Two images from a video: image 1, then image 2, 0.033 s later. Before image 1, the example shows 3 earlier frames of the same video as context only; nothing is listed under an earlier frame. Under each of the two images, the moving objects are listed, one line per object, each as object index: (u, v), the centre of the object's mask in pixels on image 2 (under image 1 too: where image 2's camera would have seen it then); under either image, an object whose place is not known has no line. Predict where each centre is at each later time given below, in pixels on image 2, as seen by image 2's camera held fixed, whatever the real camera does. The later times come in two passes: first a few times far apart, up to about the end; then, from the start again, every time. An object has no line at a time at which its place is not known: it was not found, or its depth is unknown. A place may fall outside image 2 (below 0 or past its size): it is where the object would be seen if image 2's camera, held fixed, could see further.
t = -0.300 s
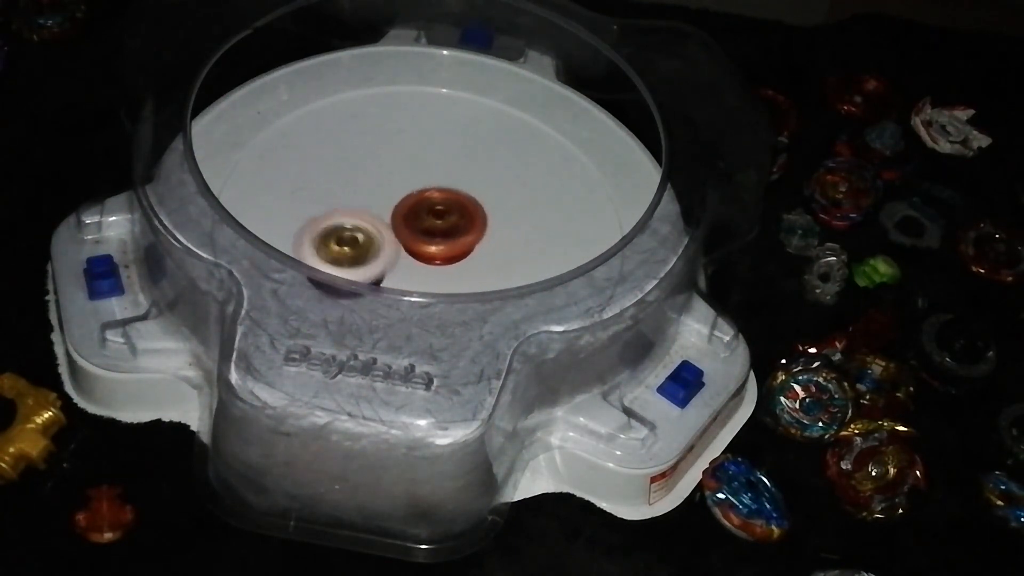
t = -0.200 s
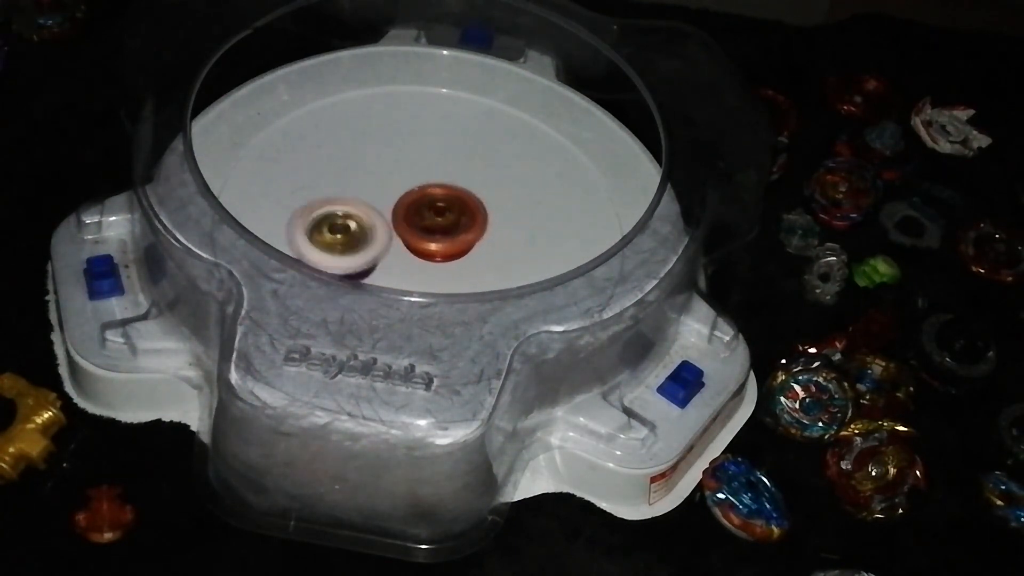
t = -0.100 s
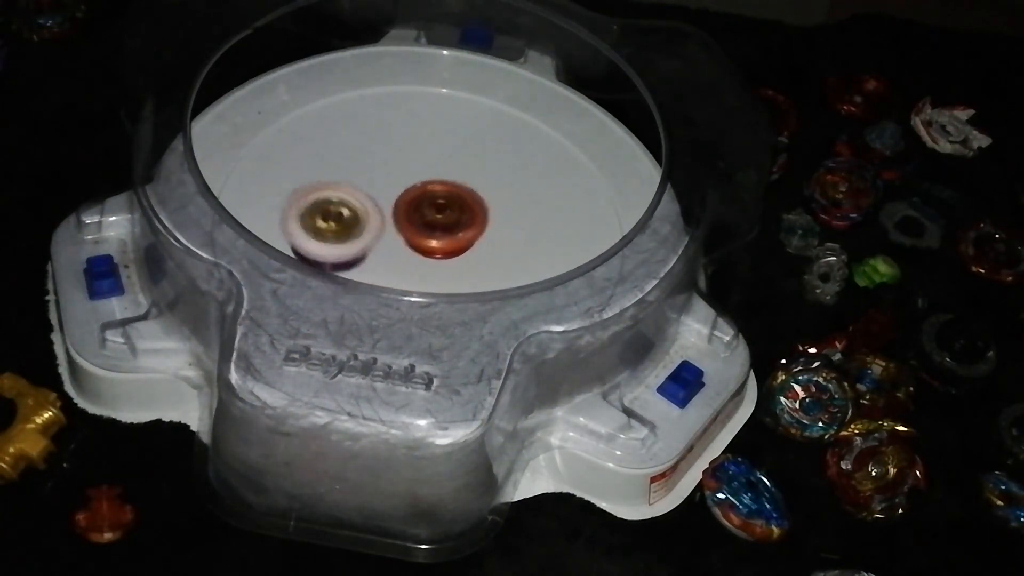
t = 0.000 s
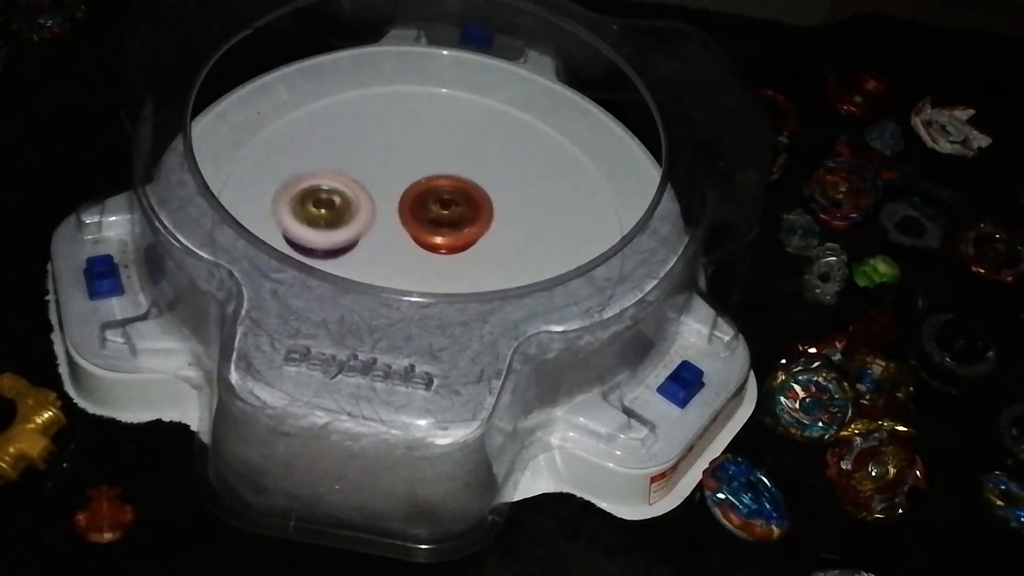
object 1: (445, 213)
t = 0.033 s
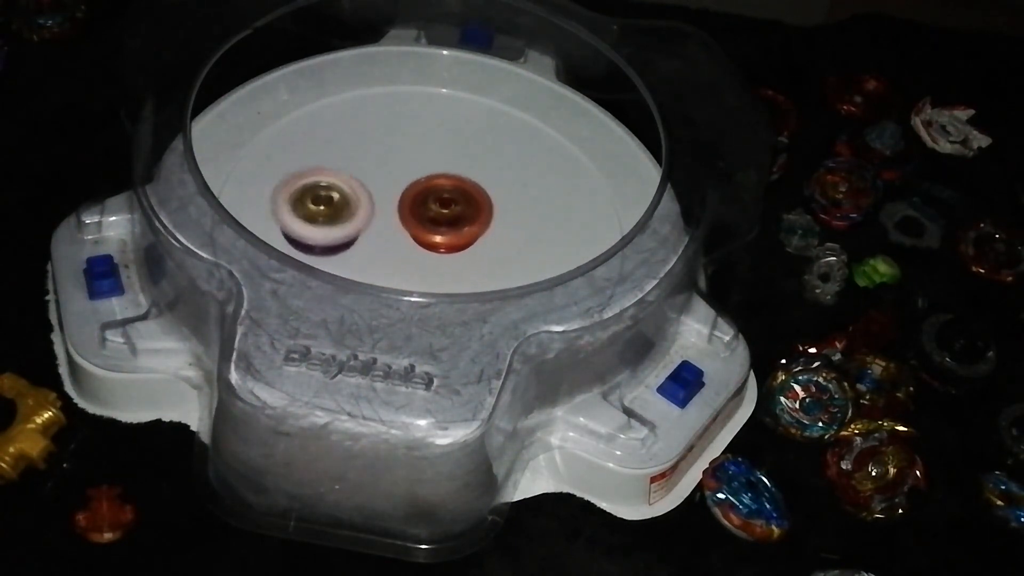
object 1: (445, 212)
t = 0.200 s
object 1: (437, 214)
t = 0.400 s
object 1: (443, 221)
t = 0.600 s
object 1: (455, 223)
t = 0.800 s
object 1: (462, 230)
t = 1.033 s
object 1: (461, 237)
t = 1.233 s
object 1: (497, 247)
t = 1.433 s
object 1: (490, 249)
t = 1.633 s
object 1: (465, 249)
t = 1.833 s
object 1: (469, 247)
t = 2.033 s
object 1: (462, 239)
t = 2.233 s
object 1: (457, 242)
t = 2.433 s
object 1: (438, 241)
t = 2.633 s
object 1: (436, 250)
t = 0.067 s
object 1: (444, 212)
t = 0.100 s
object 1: (443, 211)
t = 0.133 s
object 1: (441, 212)
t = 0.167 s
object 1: (439, 213)
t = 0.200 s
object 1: (437, 214)
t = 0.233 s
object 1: (436, 215)
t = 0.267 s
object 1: (435, 217)
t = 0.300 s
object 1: (435, 218)
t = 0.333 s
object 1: (438, 220)
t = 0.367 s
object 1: (440, 220)
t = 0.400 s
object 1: (443, 221)
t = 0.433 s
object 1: (448, 221)
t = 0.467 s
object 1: (451, 221)
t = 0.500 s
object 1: (453, 221)
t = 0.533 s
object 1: (453, 221)
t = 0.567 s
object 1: (453, 222)
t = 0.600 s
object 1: (455, 223)
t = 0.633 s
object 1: (456, 224)
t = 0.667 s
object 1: (456, 225)
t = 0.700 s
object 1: (457, 226)
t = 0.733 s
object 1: (460, 228)
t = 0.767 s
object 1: (462, 229)
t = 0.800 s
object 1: (462, 230)
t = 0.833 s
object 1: (461, 230)
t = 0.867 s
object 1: (459, 231)
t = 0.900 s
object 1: (457, 232)
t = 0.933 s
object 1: (457, 234)
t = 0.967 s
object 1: (459, 236)
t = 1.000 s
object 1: (461, 237)
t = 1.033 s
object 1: (461, 237)
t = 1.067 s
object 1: (460, 238)
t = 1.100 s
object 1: (470, 241)
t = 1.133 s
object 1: (481, 245)
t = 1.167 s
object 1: (488, 246)
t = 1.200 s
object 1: (493, 246)
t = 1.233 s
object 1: (497, 247)
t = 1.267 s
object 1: (498, 247)
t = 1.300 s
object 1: (498, 247)
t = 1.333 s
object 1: (497, 248)
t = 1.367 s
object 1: (495, 248)
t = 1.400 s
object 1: (493, 249)
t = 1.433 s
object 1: (490, 249)
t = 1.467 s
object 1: (486, 250)
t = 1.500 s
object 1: (482, 250)
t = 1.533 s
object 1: (478, 250)
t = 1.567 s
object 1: (473, 250)
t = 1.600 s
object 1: (468, 249)
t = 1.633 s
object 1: (465, 249)
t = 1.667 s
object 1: (467, 252)
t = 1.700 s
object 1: (472, 253)
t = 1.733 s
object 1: (474, 253)
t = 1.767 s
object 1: (473, 252)
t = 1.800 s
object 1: (471, 249)
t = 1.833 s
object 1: (469, 247)
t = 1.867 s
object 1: (468, 246)
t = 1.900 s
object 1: (468, 245)
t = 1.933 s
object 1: (466, 243)
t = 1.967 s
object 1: (466, 242)
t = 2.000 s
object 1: (464, 241)
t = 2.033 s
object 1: (462, 239)
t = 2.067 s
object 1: (462, 240)
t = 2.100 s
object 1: (463, 243)
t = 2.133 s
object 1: (463, 244)
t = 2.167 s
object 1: (462, 244)
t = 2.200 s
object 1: (460, 243)
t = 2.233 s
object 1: (457, 242)
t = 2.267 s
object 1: (454, 241)
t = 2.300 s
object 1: (450, 240)
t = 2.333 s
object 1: (445, 239)
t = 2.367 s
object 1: (442, 239)
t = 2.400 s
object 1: (440, 241)
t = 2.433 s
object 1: (438, 241)
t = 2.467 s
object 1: (437, 244)
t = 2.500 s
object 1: (437, 245)
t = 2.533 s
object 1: (436, 246)
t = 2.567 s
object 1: (435, 246)
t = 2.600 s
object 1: (432, 245)
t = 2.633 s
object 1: (436, 250)
